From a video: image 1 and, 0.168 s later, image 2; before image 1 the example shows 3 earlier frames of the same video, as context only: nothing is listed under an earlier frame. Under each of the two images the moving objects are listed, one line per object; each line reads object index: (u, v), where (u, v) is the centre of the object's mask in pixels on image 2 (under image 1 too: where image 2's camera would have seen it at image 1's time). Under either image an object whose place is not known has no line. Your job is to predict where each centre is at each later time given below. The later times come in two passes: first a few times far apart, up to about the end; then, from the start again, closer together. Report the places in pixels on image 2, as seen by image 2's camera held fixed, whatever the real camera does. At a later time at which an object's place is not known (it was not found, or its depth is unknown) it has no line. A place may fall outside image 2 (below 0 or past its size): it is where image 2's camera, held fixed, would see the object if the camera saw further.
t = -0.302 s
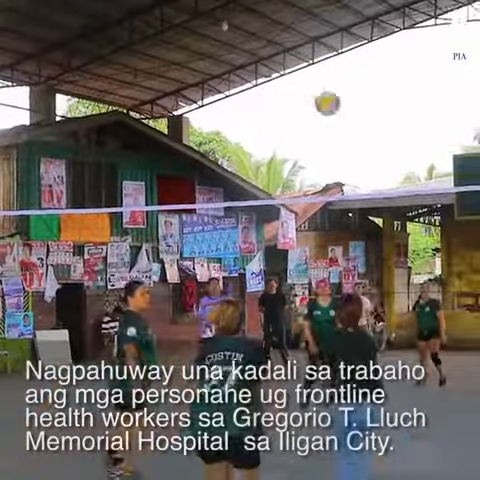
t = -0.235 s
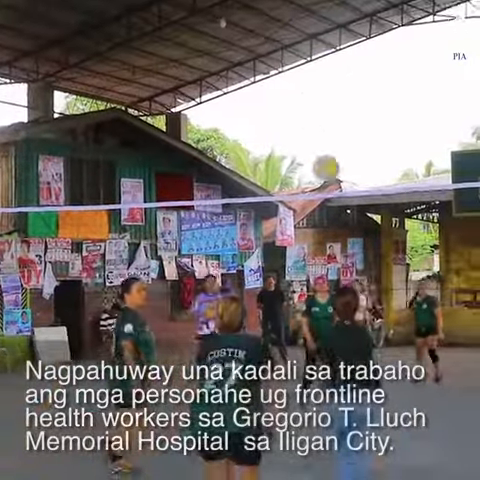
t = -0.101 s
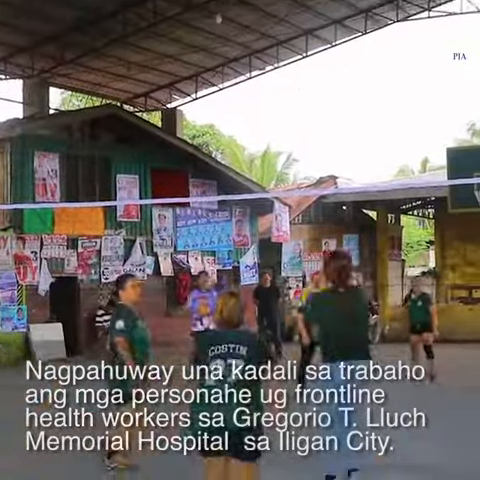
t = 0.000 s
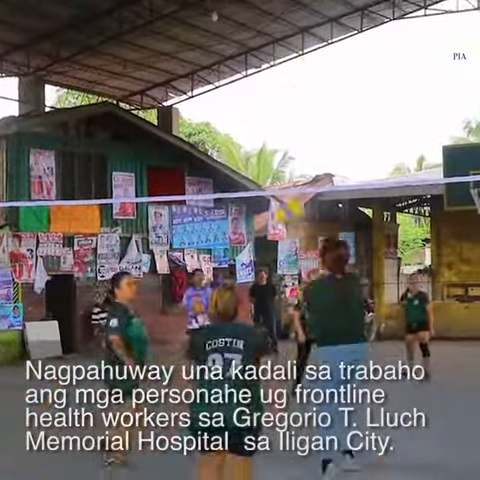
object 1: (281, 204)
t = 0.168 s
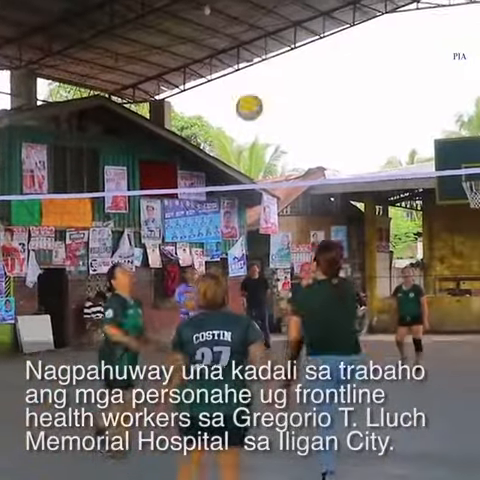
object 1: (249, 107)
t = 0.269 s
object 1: (232, 68)
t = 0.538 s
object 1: (189, 34)
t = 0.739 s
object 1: (163, 67)
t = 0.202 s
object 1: (243, 93)
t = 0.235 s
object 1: (237, 80)
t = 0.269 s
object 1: (232, 68)
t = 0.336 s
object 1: (220, 53)
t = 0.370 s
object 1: (215, 45)
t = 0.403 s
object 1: (211, 42)
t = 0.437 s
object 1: (204, 39)
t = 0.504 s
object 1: (193, 36)
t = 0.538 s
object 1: (189, 34)
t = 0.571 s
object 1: (183, 38)
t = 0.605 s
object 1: (179, 41)
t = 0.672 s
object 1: (170, 54)
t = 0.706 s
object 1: (168, 60)
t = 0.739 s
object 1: (163, 67)
